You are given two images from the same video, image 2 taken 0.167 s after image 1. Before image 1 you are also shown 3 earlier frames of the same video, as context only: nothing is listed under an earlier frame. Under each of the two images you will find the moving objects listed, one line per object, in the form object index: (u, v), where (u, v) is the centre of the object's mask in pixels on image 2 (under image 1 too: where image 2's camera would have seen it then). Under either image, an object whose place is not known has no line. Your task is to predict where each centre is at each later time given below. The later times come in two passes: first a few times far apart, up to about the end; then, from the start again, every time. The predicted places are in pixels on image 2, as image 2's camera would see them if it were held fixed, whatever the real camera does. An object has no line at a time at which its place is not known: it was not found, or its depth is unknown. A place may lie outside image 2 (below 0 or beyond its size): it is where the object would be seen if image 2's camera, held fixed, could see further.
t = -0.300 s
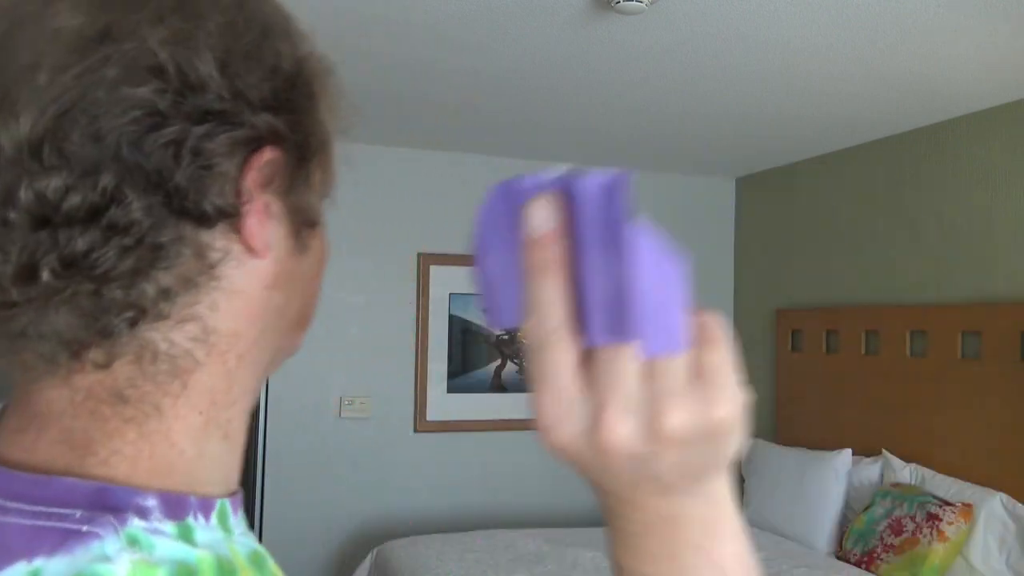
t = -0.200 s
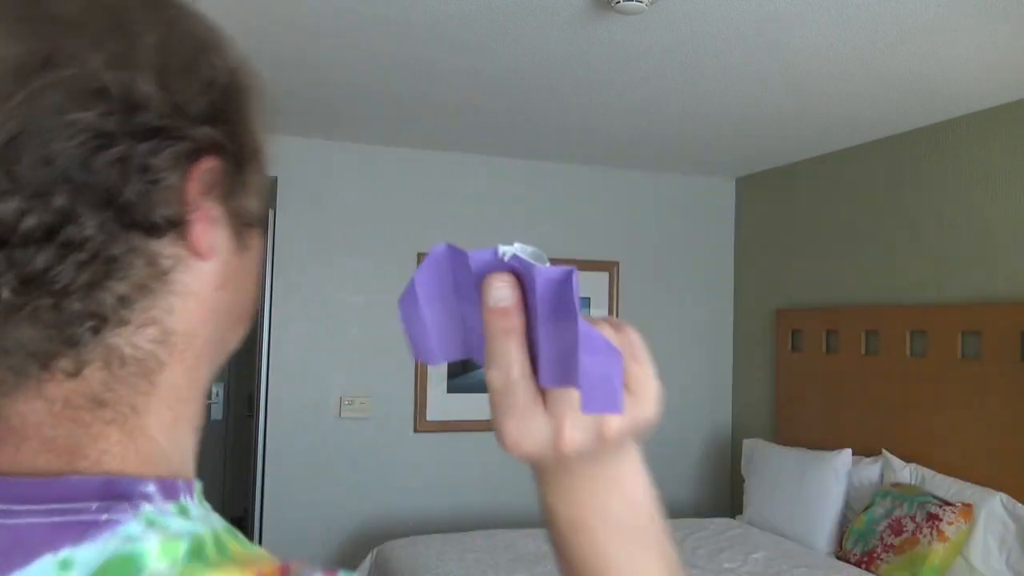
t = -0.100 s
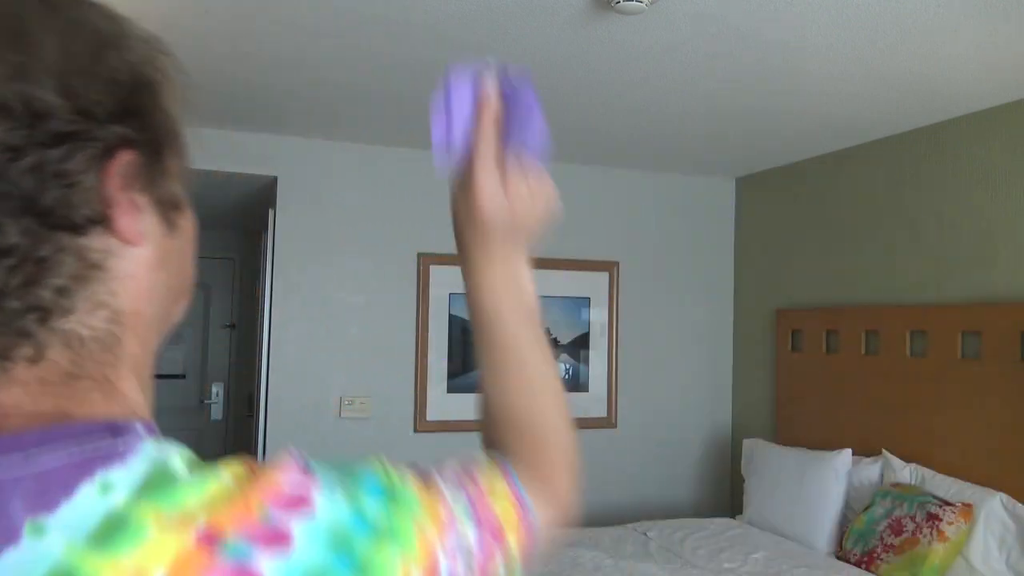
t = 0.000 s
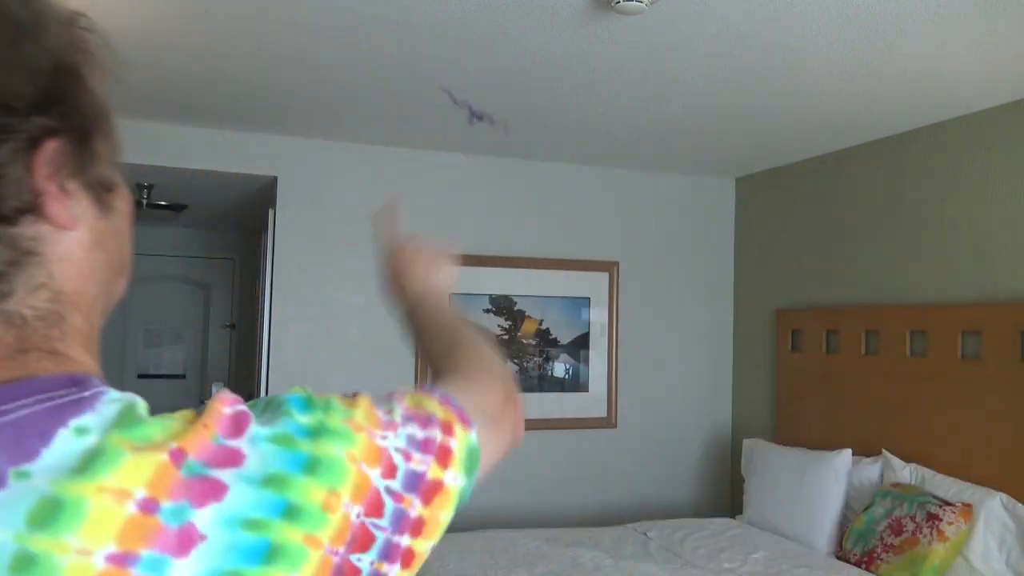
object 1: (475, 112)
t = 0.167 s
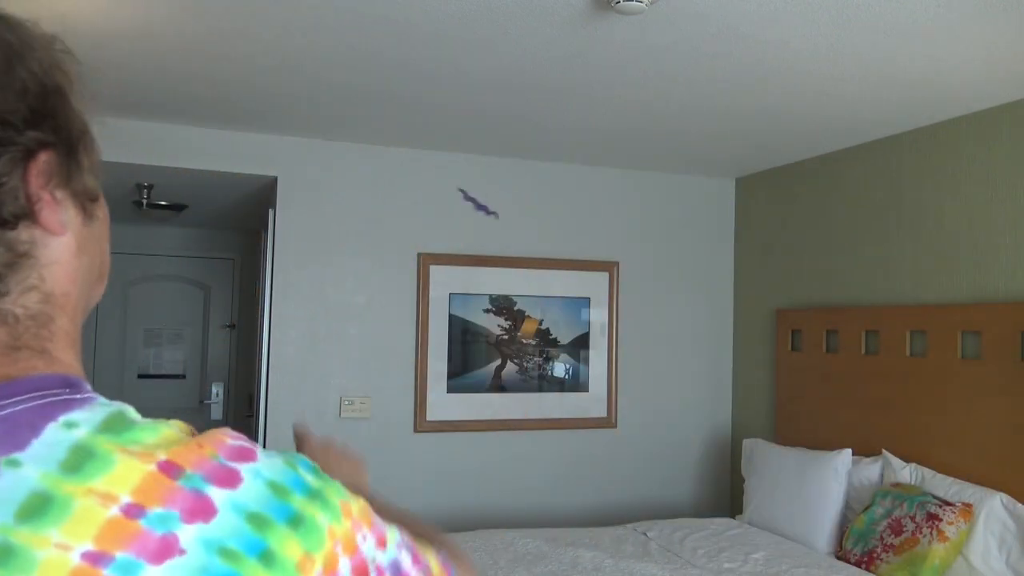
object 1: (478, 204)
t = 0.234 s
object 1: (503, 206)
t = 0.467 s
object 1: (581, 191)
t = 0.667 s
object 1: (621, 211)
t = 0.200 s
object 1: (490, 206)
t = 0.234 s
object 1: (503, 206)
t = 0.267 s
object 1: (517, 204)
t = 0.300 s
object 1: (530, 201)
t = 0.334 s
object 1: (543, 198)
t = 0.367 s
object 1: (553, 195)
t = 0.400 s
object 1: (564, 193)
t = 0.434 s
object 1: (573, 192)
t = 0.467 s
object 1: (581, 191)
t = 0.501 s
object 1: (589, 192)
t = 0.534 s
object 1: (596, 195)
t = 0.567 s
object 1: (603, 197)
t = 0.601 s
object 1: (609, 201)
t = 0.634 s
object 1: (615, 205)
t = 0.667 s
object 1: (621, 211)
